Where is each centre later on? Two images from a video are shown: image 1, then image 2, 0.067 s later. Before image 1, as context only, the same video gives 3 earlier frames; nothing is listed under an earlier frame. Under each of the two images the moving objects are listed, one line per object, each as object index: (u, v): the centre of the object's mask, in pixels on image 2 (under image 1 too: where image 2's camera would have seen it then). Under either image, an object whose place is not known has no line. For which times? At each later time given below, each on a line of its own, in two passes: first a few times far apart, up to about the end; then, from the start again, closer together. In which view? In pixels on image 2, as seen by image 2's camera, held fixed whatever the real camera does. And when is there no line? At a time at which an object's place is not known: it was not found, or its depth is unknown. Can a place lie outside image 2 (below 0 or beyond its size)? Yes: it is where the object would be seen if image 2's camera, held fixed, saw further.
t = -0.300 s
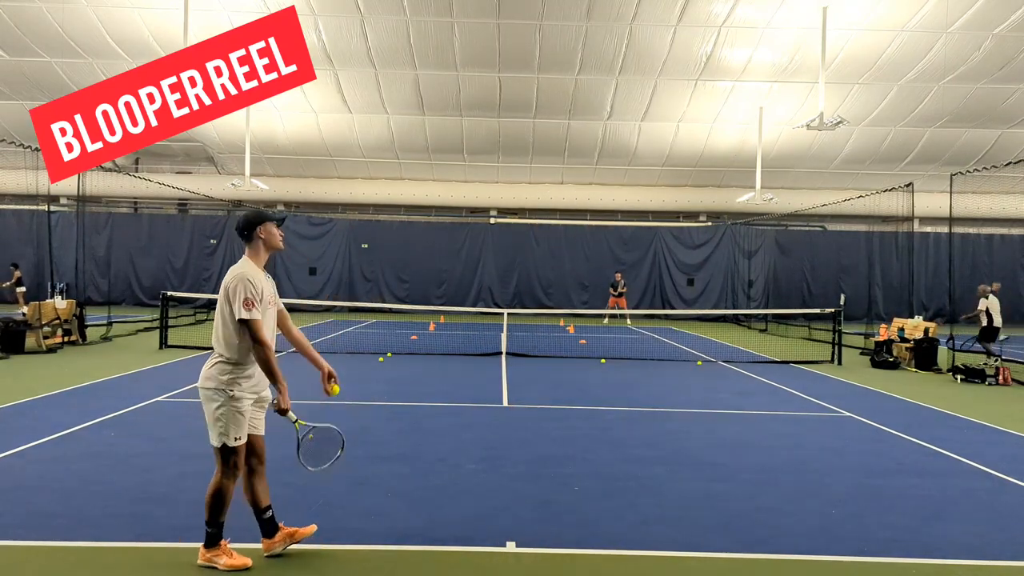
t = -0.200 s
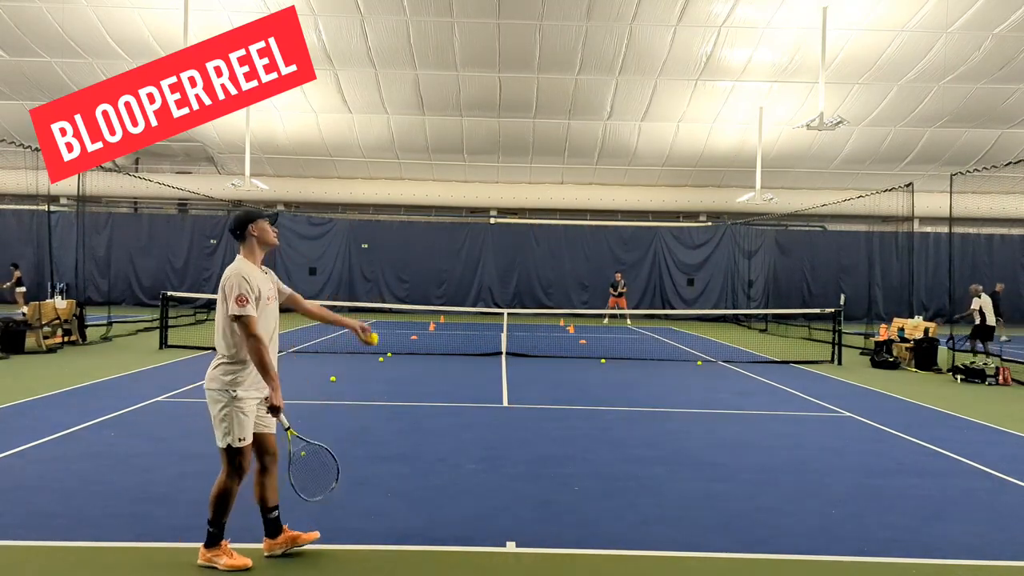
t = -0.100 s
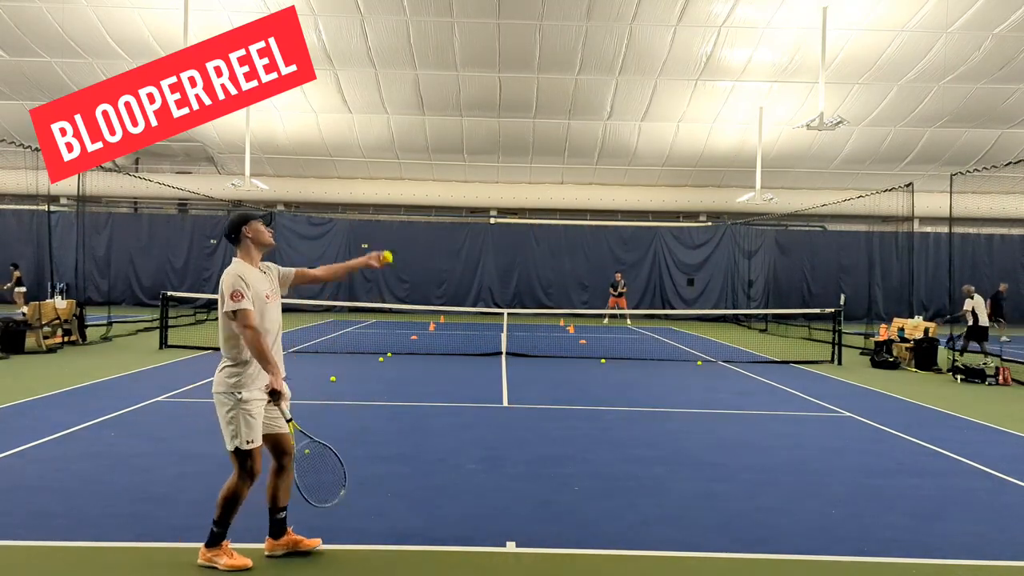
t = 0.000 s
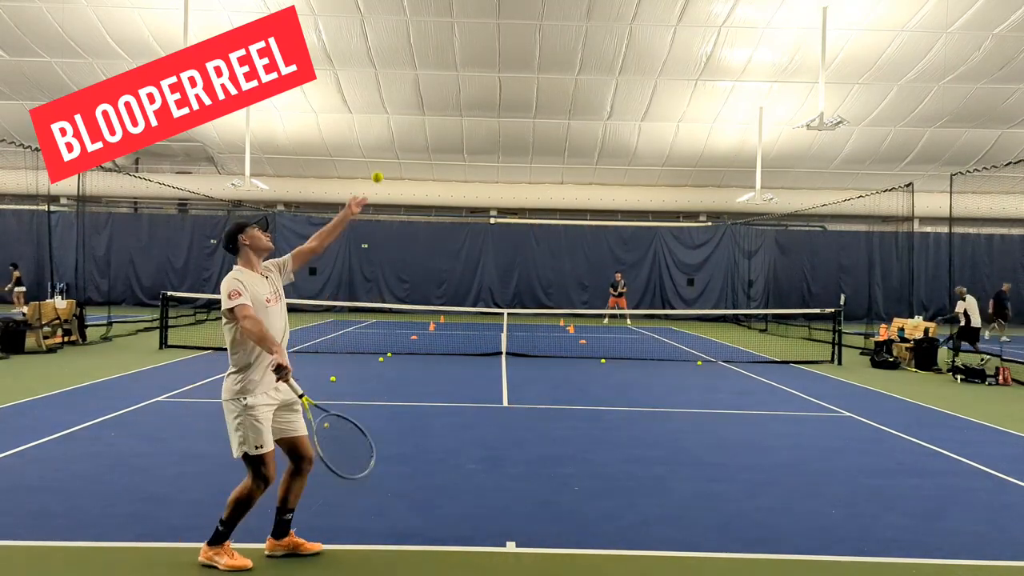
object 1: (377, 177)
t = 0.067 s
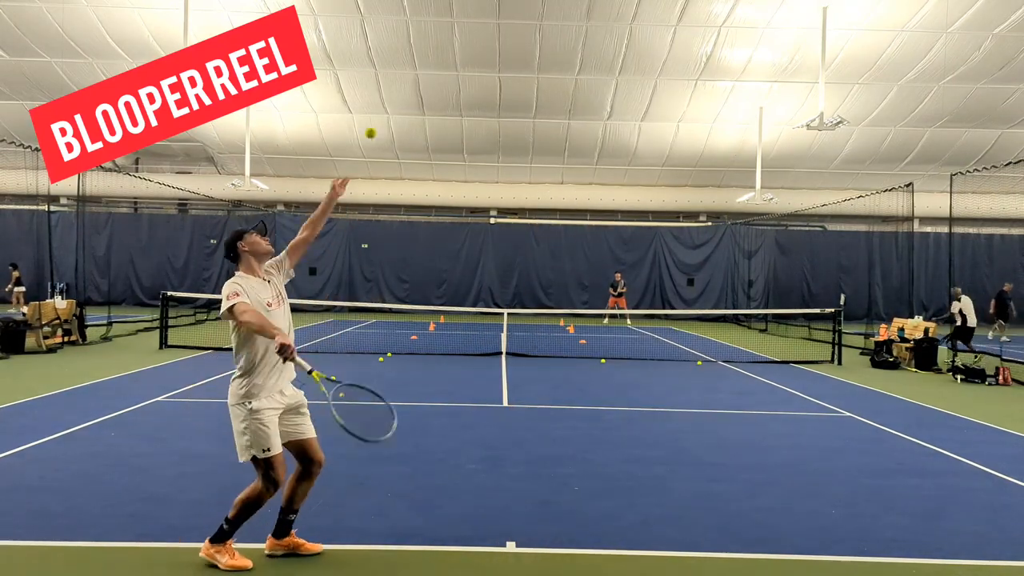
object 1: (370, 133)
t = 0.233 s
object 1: (354, 57)
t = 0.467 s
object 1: (331, 27)
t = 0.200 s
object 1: (357, 68)
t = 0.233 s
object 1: (354, 57)
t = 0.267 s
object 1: (351, 47)
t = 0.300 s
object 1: (348, 39)
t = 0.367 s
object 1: (341, 29)
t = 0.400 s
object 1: (338, 27)
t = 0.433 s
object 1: (335, 26)
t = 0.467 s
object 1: (331, 27)
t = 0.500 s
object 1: (328, 30)
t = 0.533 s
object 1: (325, 35)
